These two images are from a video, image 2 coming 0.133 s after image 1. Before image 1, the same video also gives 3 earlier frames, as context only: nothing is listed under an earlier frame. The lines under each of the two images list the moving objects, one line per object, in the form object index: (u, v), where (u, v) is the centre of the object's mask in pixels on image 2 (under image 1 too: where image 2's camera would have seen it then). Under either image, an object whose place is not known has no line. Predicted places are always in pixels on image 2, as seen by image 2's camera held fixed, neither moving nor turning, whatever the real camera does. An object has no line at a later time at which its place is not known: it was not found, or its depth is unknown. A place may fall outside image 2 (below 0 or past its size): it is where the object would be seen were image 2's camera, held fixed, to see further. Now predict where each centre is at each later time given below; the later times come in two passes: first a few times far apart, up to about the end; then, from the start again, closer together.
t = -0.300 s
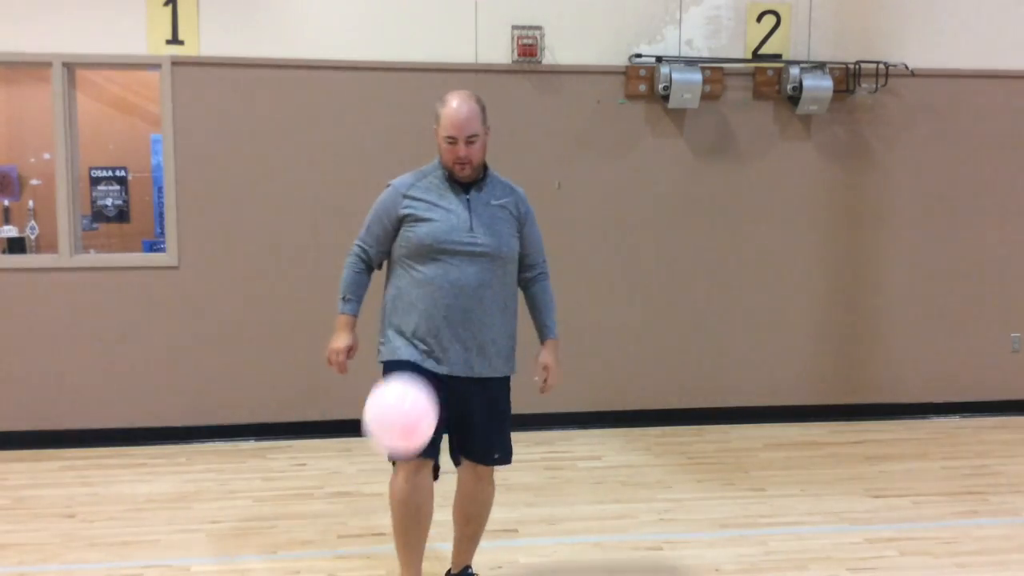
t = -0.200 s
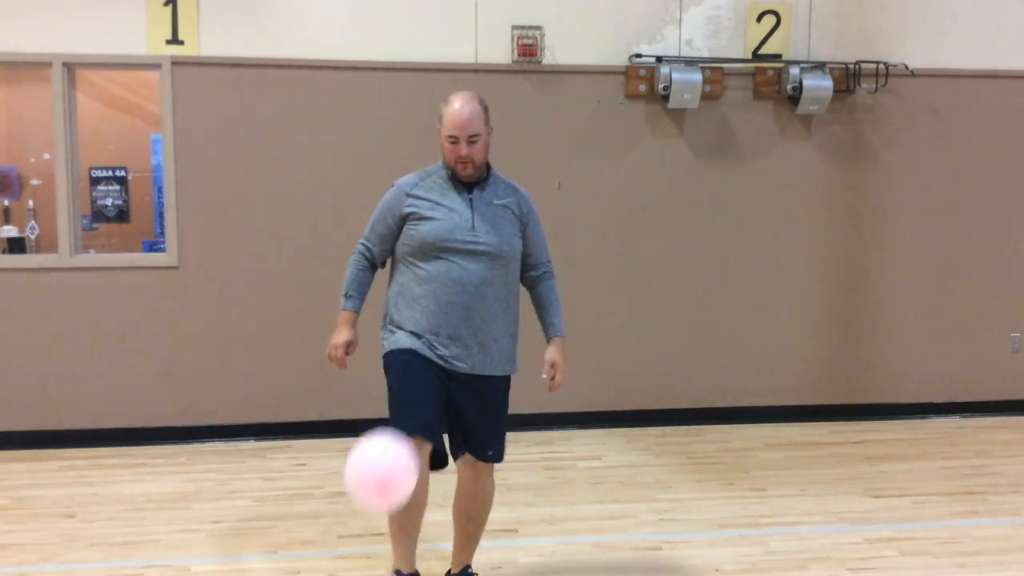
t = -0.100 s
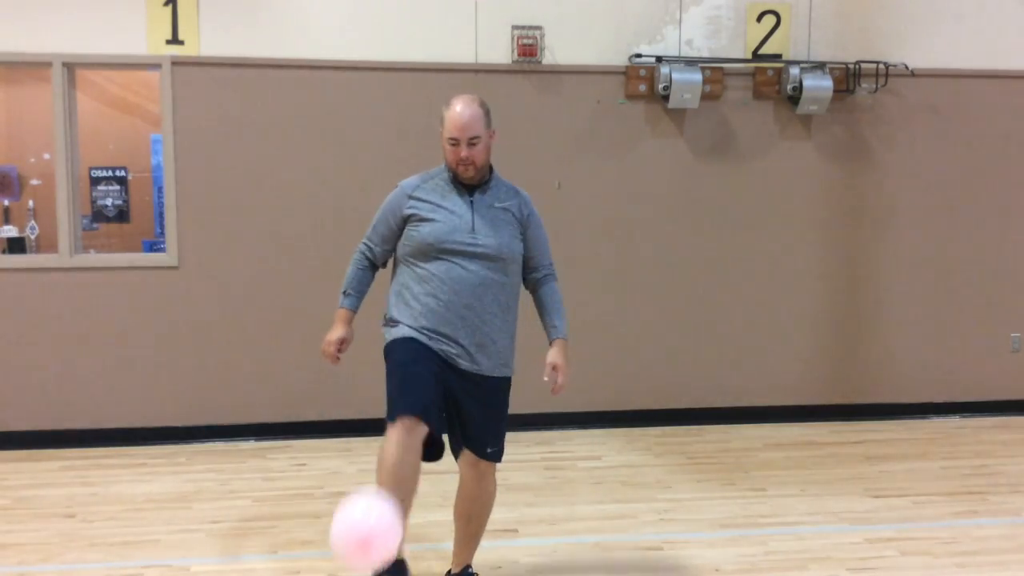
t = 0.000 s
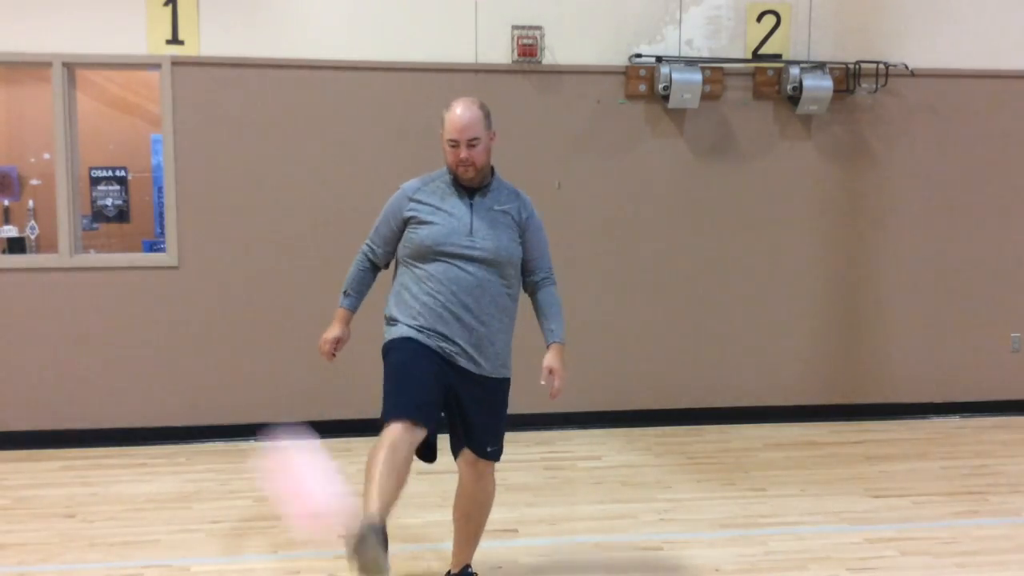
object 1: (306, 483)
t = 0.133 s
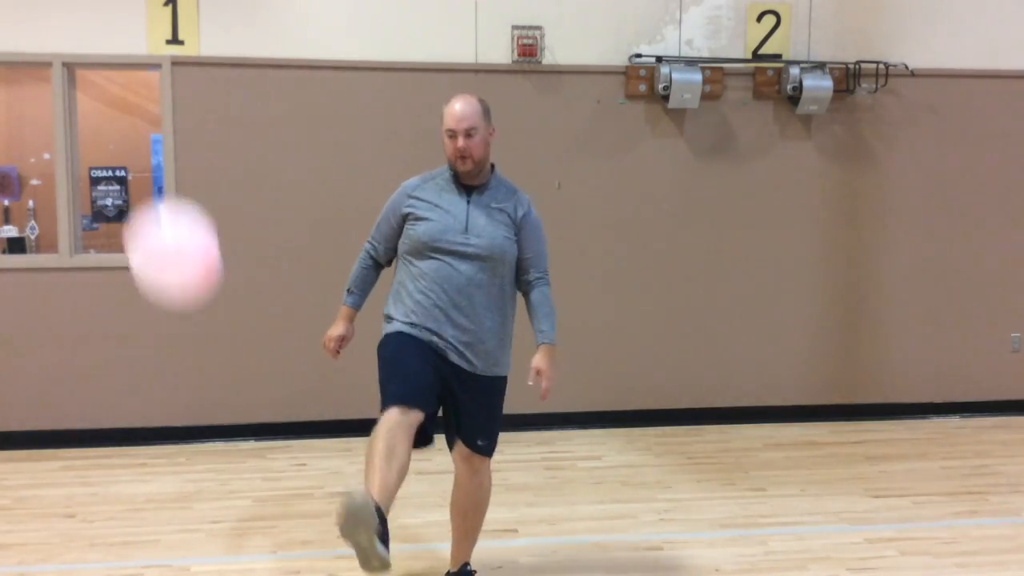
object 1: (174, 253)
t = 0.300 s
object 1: (149, 147)
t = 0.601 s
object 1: (107, 146)
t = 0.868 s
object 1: (96, 280)
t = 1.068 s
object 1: (108, 445)
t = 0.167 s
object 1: (167, 218)
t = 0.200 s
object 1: (163, 193)
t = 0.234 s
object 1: (160, 175)
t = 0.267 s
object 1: (155, 160)
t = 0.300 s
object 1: (149, 147)
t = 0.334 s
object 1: (143, 138)
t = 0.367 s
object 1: (137, 131)
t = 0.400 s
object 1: (131, 127)
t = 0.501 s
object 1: (117, 127)
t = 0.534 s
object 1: (113, 131)
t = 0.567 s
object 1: (110, 138)
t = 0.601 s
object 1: (107, 146)
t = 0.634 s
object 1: (105, 156)
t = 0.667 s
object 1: (102, 168)
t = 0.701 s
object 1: (99, 181)
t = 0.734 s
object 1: (97, 197)
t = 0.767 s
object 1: (96, 215)
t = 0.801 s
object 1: (96, 236)
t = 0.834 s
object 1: (96, 257)
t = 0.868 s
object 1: (96, 280)
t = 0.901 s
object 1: (96, 305)
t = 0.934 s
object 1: (98, 330)
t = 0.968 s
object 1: (99, 358)
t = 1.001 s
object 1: (102, 384)
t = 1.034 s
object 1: (105, 415)
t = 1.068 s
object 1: (108, 445)
